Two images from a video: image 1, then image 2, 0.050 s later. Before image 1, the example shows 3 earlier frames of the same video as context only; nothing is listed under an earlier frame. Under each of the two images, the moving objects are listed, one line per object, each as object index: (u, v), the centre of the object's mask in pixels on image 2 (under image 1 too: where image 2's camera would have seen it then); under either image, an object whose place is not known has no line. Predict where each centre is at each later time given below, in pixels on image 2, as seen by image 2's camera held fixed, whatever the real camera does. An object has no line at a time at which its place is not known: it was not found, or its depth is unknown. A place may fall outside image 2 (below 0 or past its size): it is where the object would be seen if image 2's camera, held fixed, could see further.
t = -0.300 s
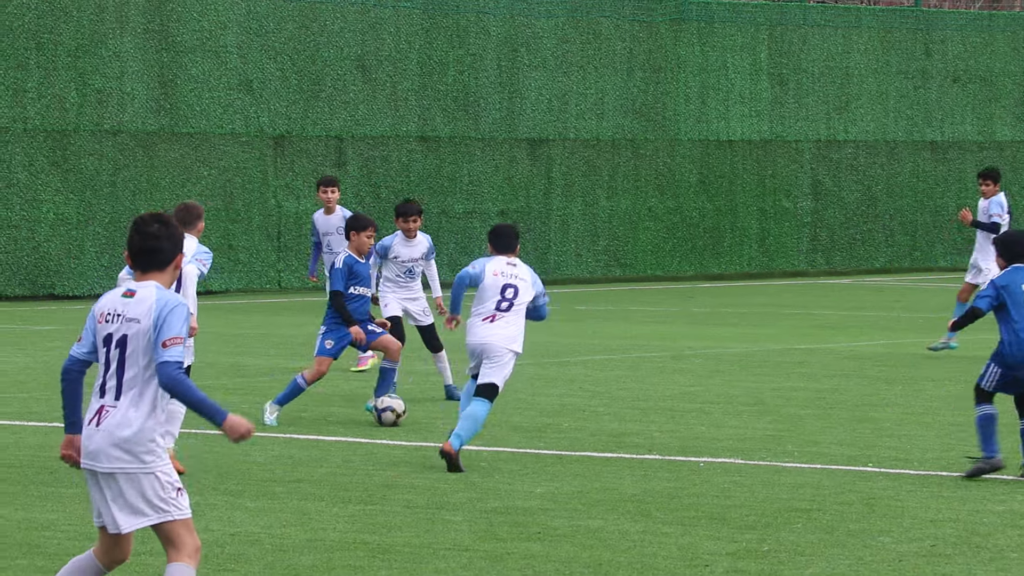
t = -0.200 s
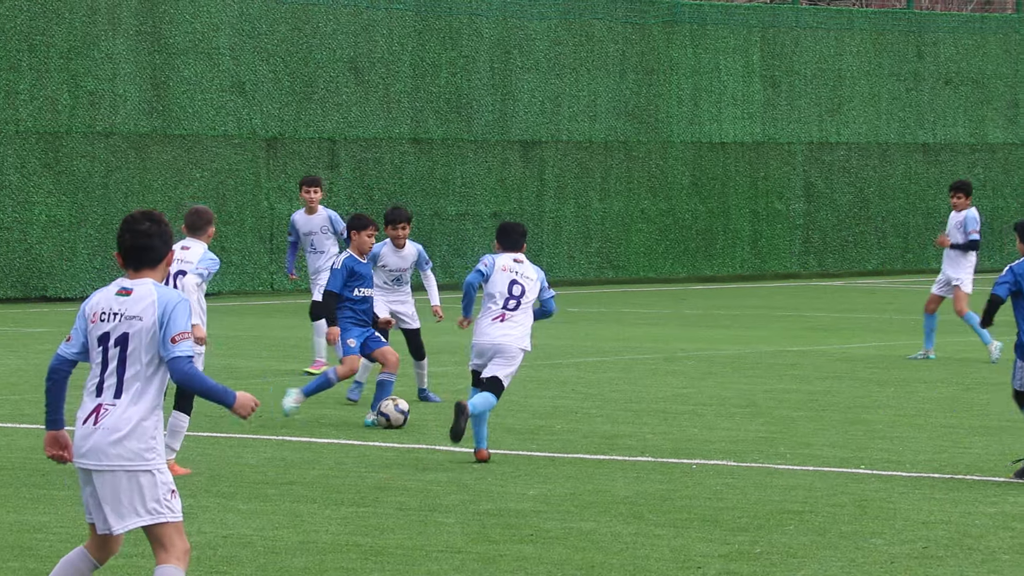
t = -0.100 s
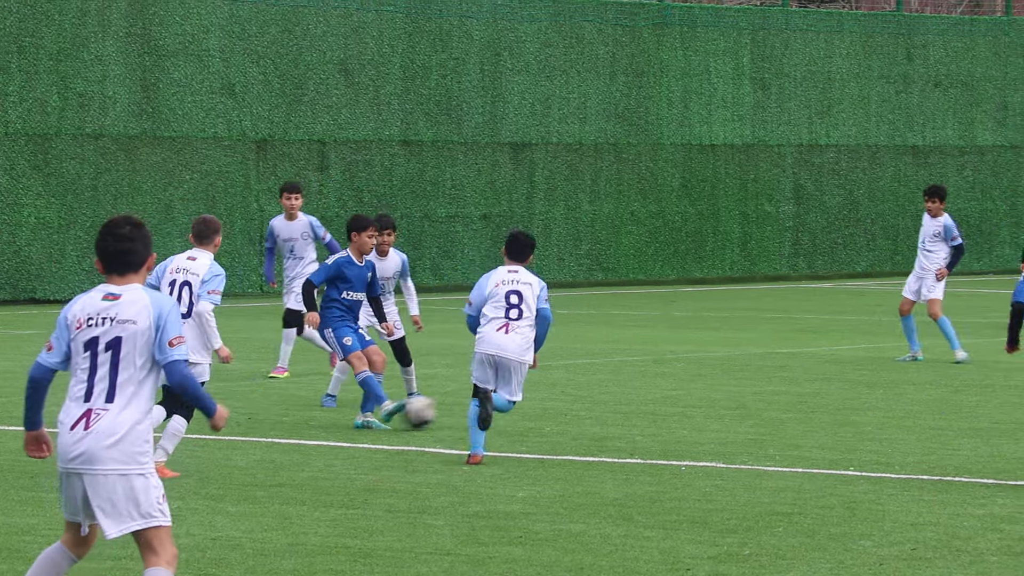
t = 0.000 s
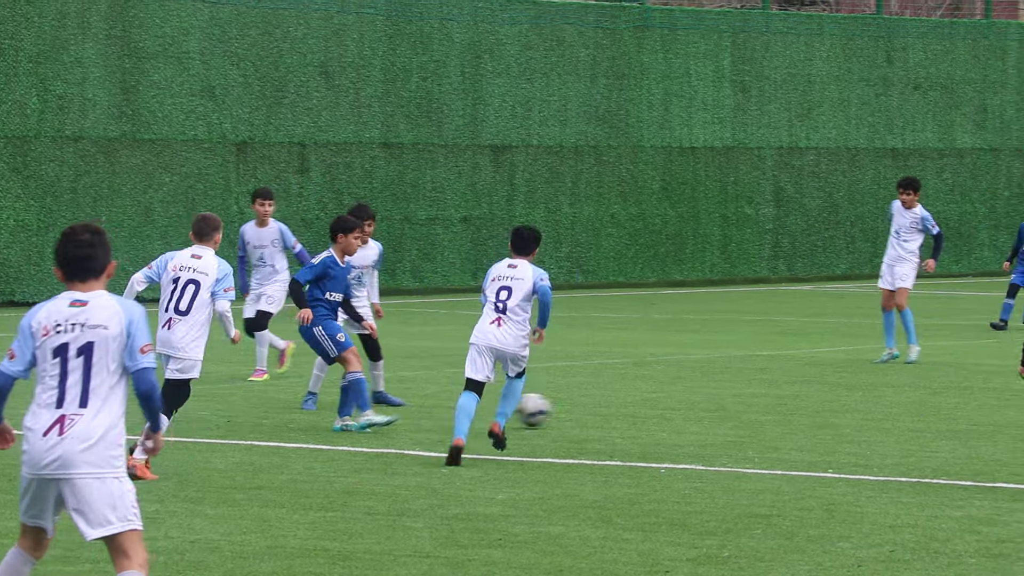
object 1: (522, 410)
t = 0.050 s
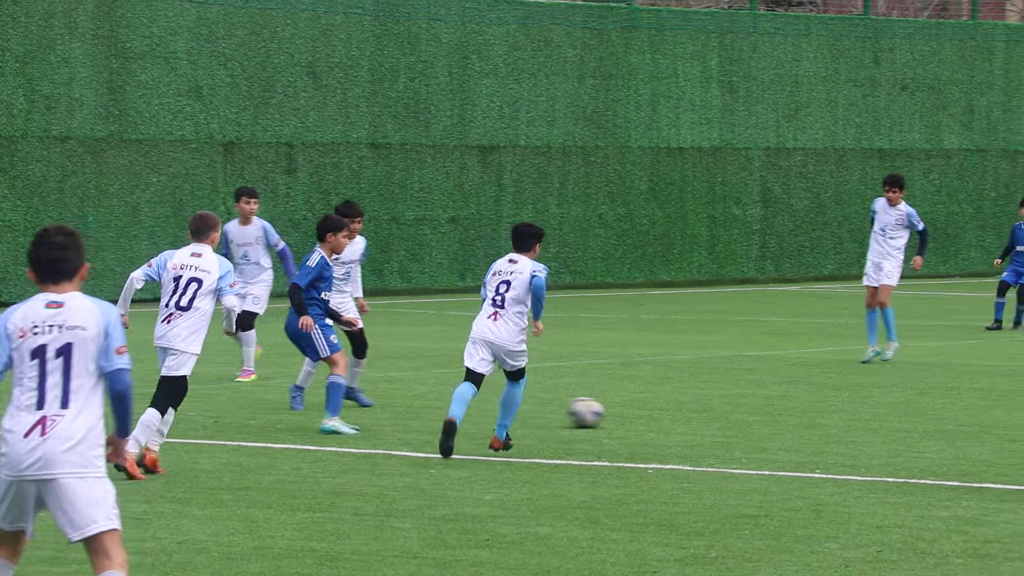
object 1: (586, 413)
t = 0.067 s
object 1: (605, 412)
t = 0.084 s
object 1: (623, 410)
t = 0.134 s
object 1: (681, 408)
